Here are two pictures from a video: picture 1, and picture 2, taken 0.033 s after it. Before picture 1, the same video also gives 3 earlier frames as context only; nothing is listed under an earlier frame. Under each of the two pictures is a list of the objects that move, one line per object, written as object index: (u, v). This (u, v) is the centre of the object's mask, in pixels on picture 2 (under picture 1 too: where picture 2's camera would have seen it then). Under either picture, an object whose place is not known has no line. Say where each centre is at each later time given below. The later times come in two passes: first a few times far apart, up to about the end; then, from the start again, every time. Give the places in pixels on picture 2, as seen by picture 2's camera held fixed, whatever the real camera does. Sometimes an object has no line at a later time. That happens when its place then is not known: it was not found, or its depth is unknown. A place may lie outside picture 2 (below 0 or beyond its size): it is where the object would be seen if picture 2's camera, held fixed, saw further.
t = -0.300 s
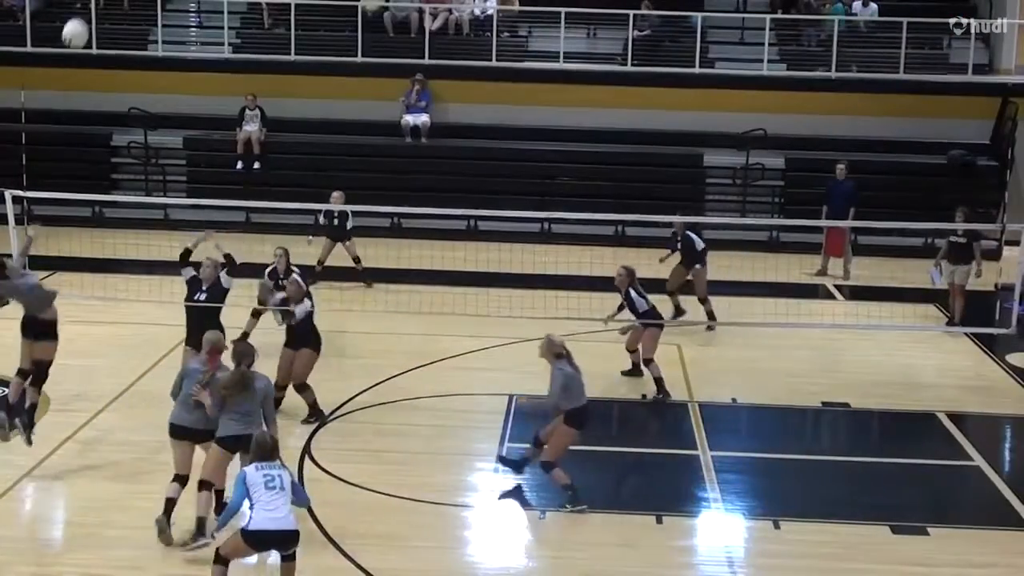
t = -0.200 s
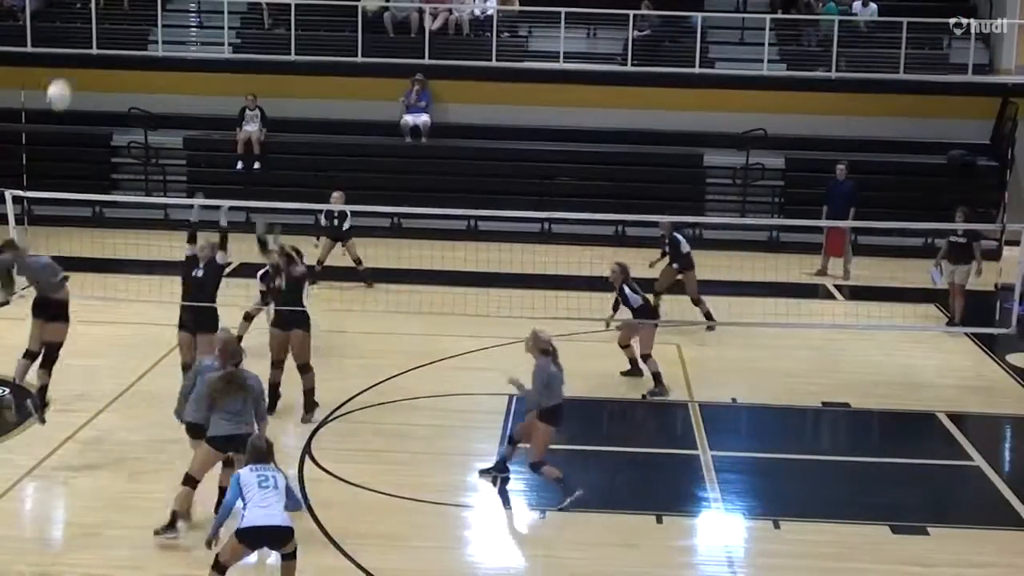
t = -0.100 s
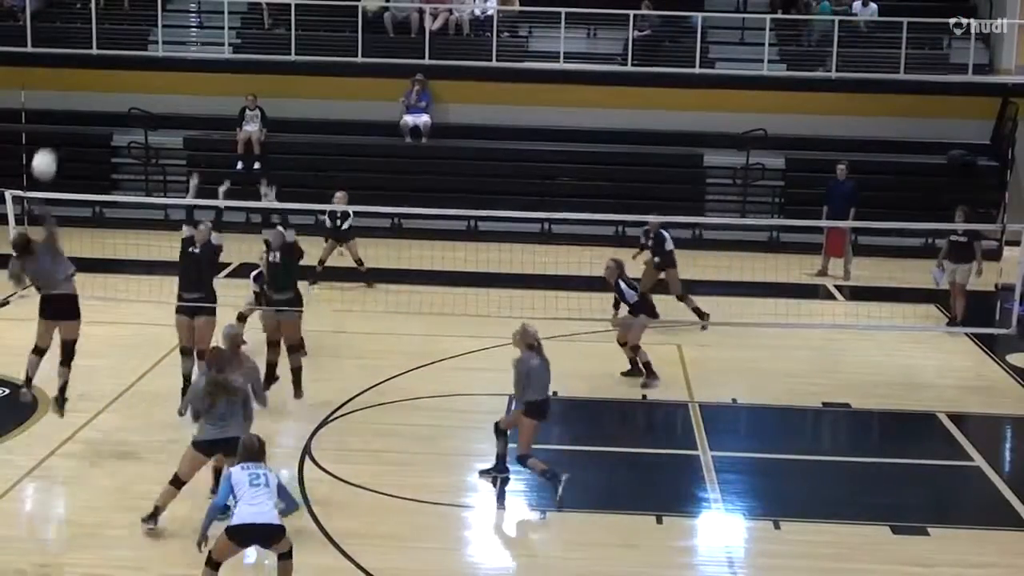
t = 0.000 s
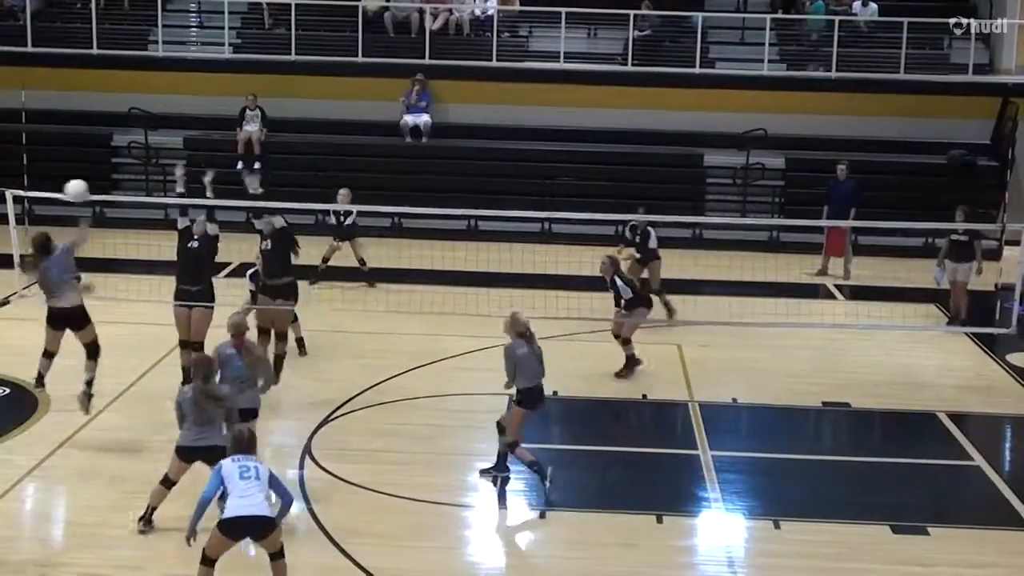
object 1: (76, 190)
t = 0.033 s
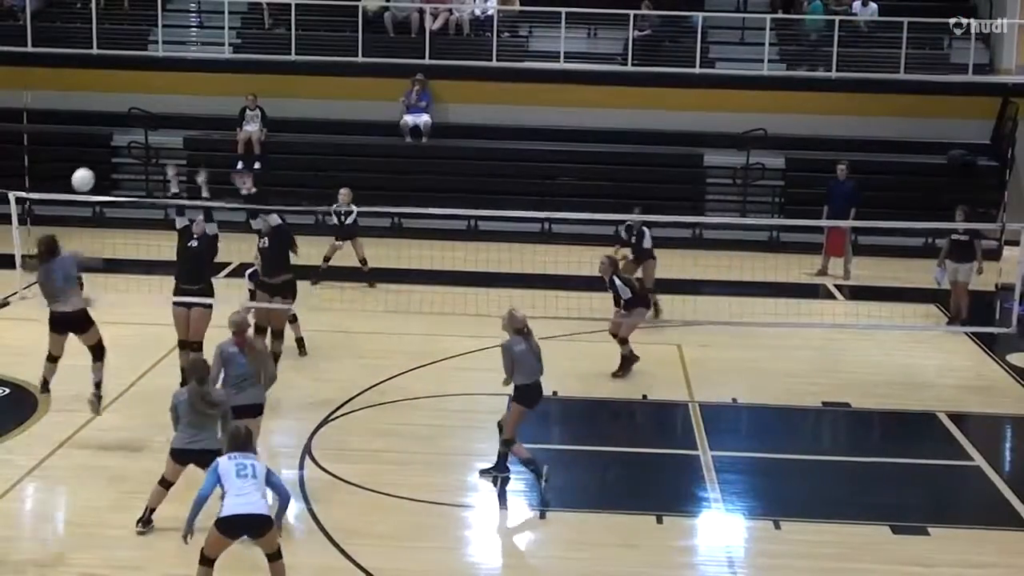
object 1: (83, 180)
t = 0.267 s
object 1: (119, 128)
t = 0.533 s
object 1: (156, 137)
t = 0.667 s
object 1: (172, 166)
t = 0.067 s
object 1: (88, 169)
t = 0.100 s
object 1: (93, 158)
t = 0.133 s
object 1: (99, 150)
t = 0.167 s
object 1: (104, 142)
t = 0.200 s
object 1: (109, 136)
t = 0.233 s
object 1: (114, 131)
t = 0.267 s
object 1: (119, 128)
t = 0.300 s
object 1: (124, 125)
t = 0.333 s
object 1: (129, 124)
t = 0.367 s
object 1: (133, 123)
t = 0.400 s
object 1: (138, 124)
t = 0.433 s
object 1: (142, 126)
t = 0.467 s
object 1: (147, 129)
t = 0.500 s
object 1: (151, 133)
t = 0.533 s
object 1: (156, 137)
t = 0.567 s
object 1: (160, 143)
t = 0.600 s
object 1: (164, 150)
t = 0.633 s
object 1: (168, 157)
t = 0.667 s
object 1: (172, 166)
